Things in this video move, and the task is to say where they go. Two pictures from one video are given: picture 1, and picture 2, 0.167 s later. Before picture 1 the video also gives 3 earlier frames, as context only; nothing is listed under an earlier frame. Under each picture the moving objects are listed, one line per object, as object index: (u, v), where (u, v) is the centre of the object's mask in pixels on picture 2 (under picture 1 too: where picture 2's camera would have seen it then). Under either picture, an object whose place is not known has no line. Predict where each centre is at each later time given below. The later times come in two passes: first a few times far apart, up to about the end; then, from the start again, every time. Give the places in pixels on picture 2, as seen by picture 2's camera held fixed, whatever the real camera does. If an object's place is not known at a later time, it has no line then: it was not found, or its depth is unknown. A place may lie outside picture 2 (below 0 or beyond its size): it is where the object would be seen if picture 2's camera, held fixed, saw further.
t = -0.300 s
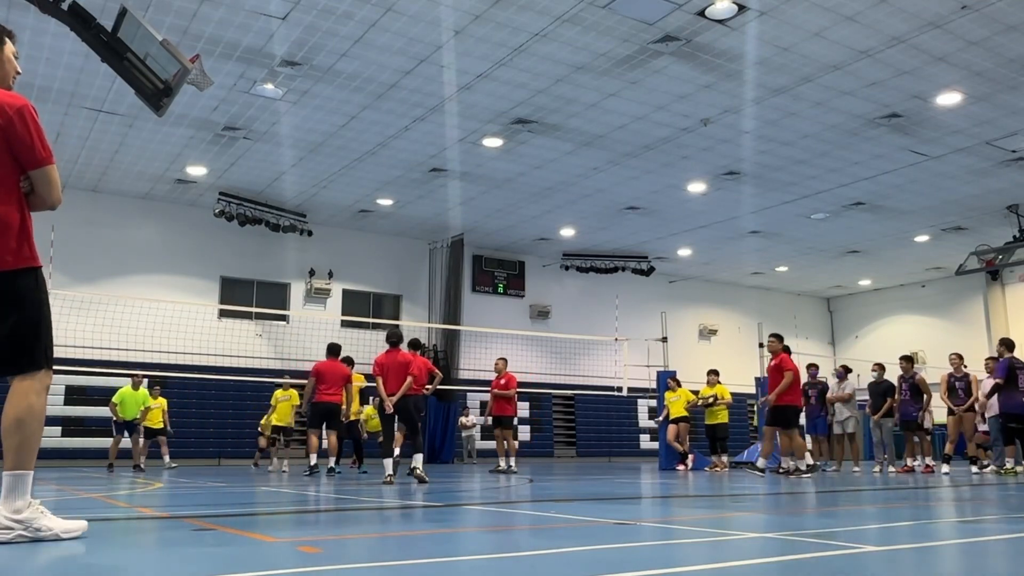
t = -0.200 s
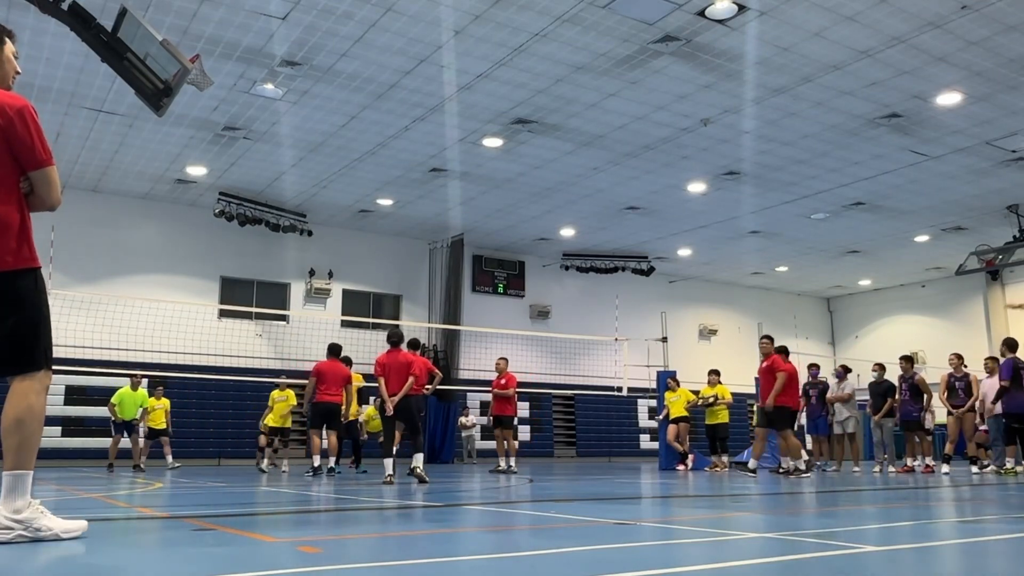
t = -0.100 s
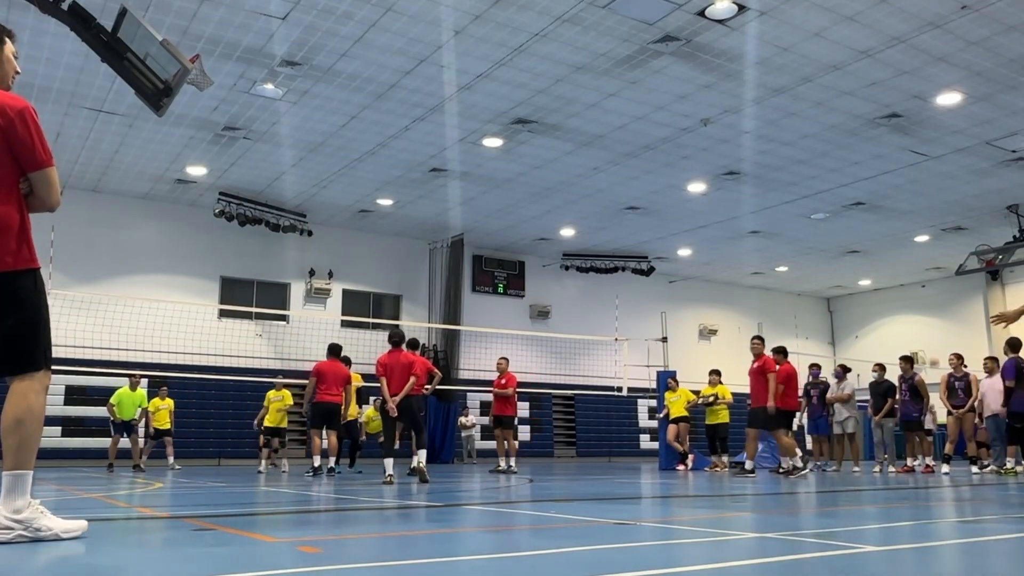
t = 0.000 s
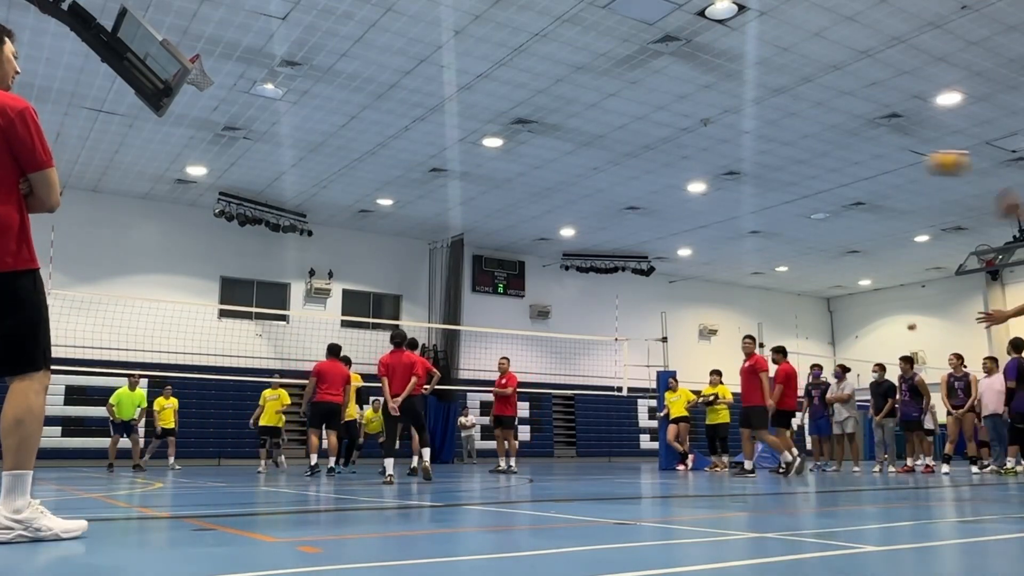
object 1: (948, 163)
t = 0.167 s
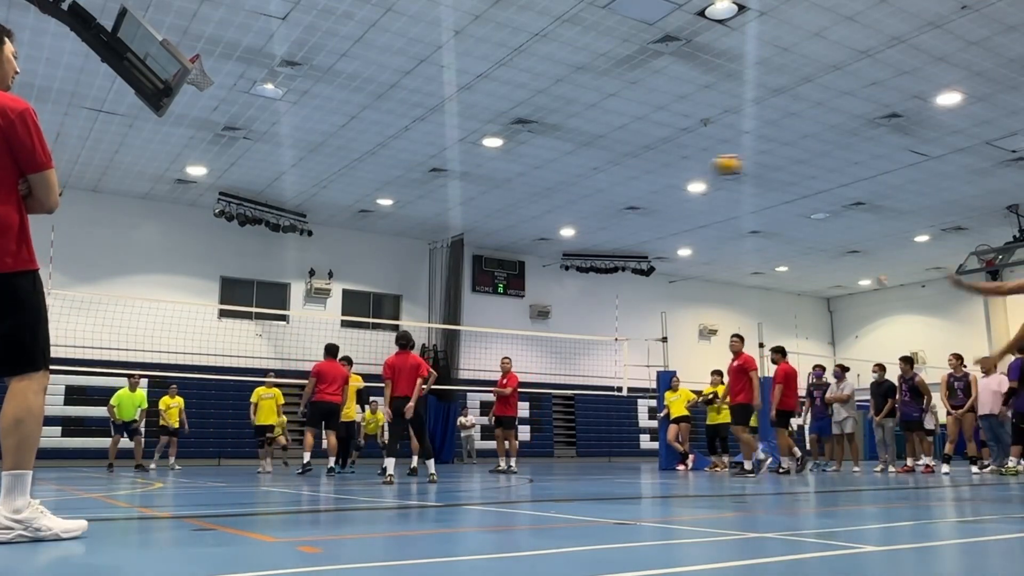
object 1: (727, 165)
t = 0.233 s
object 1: (665, 169)
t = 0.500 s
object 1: (495, 210)
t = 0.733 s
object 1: (406, 264)
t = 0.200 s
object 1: (695, 166)
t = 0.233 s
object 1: (665, 169)
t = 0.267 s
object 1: (638, 172)
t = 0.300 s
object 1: (612, 176)
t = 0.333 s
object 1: (590, 179)
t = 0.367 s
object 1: (568, 185)
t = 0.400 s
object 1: (548, 190)
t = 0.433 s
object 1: (530, 196)
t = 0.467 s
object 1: (512, 203)
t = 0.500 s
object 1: (495, 210)
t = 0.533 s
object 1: (480, 217)
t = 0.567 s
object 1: (466, 224)
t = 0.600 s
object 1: (452, 232)
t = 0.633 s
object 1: (440, 240)
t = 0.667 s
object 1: (428, 247)
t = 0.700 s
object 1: (416, 256)
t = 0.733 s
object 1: (406, 264)
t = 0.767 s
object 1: (395, 273)
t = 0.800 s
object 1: (385, 281)
